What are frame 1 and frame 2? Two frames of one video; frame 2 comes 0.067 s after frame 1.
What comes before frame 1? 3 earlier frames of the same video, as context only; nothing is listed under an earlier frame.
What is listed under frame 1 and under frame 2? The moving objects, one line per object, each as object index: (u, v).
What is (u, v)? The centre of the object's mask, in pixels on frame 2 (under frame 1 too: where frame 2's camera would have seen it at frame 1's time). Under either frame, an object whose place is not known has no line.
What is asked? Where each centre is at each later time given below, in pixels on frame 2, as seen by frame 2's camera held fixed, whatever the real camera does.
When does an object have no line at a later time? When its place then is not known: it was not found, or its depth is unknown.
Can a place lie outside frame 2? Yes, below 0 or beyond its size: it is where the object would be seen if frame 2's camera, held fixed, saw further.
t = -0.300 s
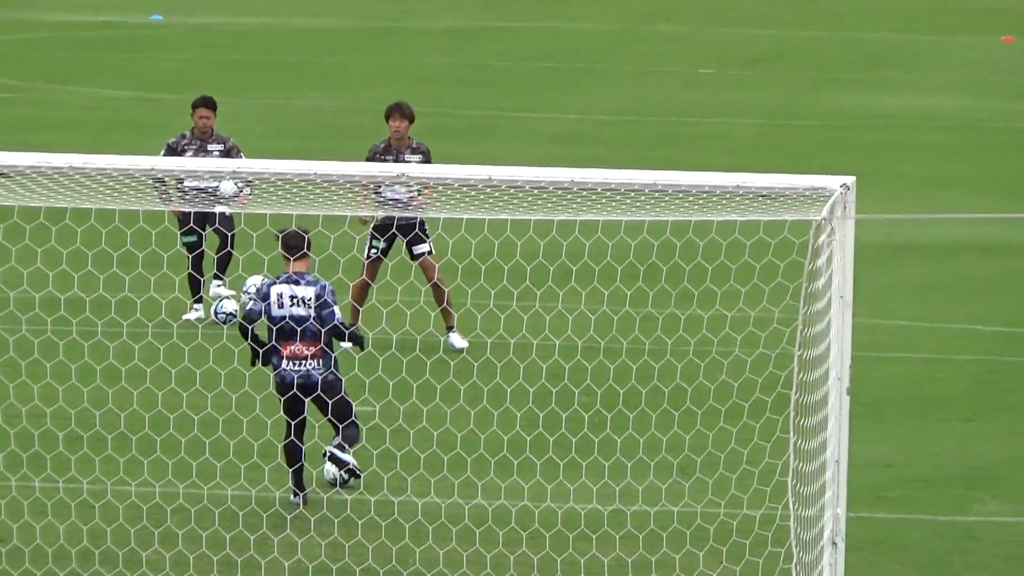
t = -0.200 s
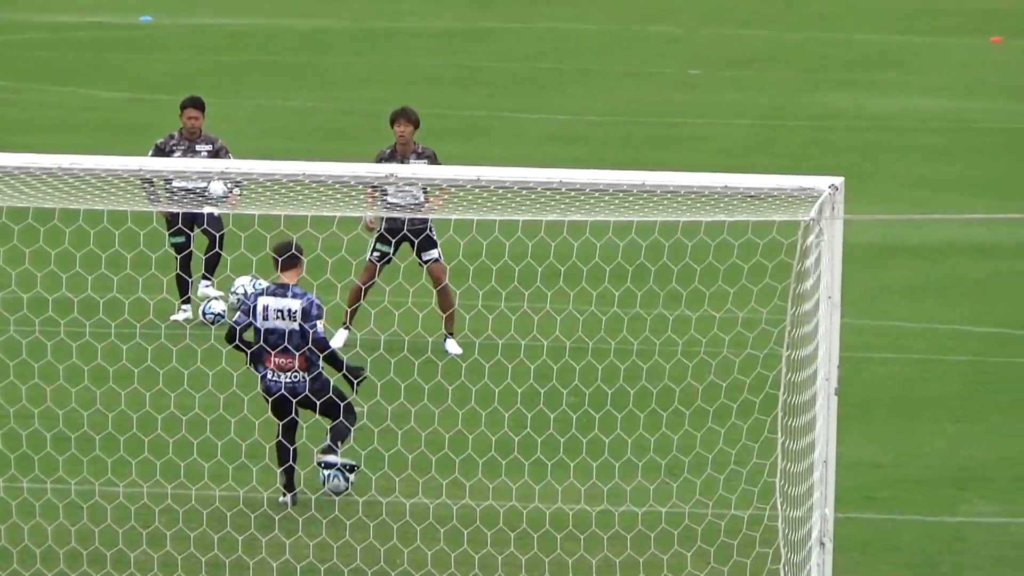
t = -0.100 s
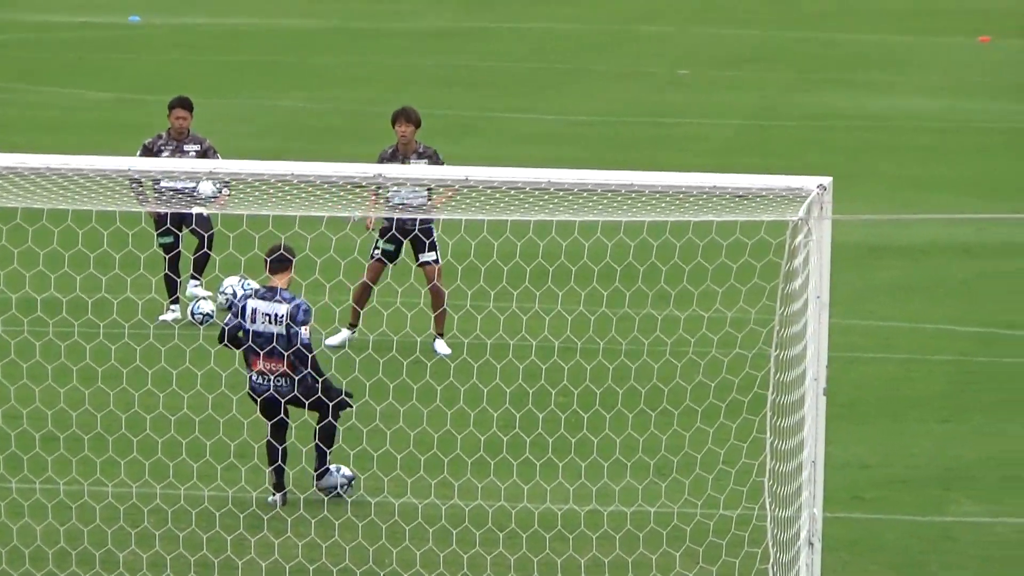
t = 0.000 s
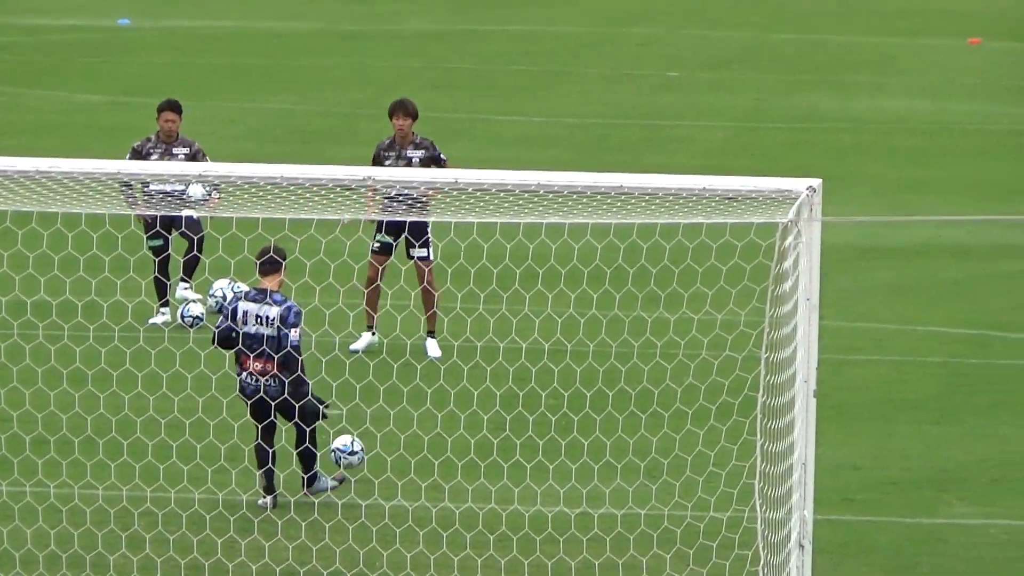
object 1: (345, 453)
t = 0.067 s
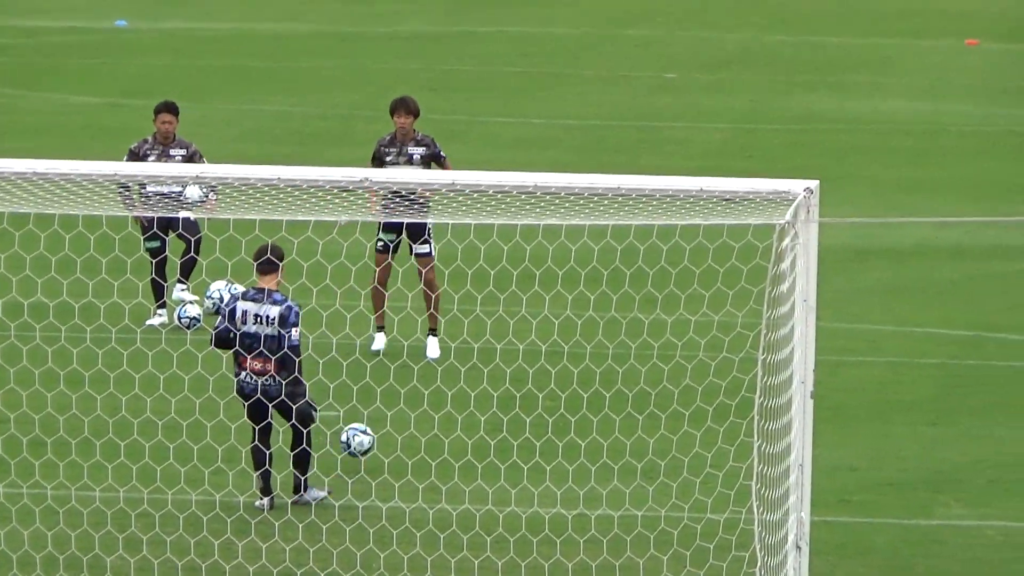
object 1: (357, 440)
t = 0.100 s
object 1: (363, 436)
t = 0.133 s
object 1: (368, 434)
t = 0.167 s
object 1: (374, 434)
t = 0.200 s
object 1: (378, 433)
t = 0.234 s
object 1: (384, 427)
